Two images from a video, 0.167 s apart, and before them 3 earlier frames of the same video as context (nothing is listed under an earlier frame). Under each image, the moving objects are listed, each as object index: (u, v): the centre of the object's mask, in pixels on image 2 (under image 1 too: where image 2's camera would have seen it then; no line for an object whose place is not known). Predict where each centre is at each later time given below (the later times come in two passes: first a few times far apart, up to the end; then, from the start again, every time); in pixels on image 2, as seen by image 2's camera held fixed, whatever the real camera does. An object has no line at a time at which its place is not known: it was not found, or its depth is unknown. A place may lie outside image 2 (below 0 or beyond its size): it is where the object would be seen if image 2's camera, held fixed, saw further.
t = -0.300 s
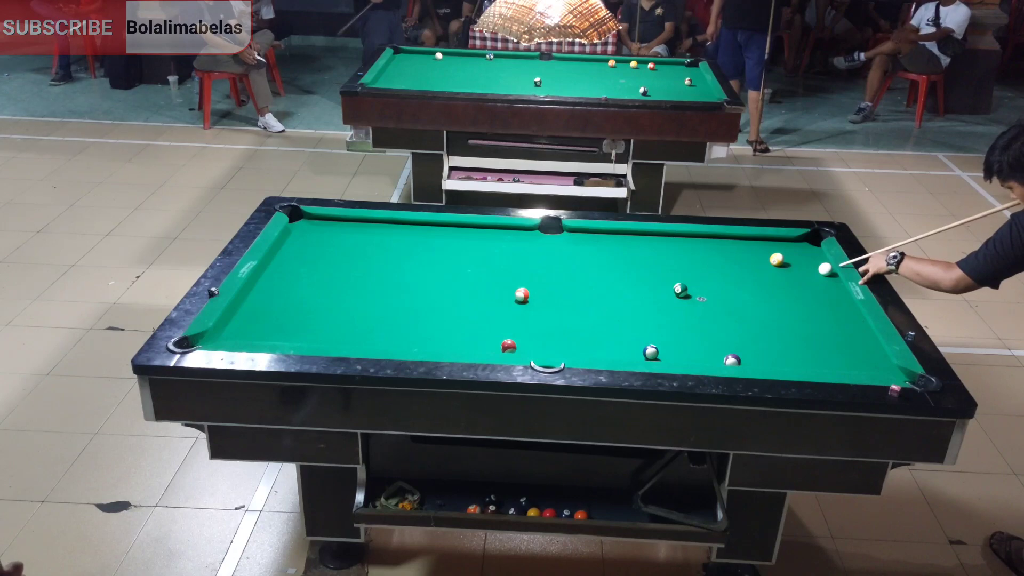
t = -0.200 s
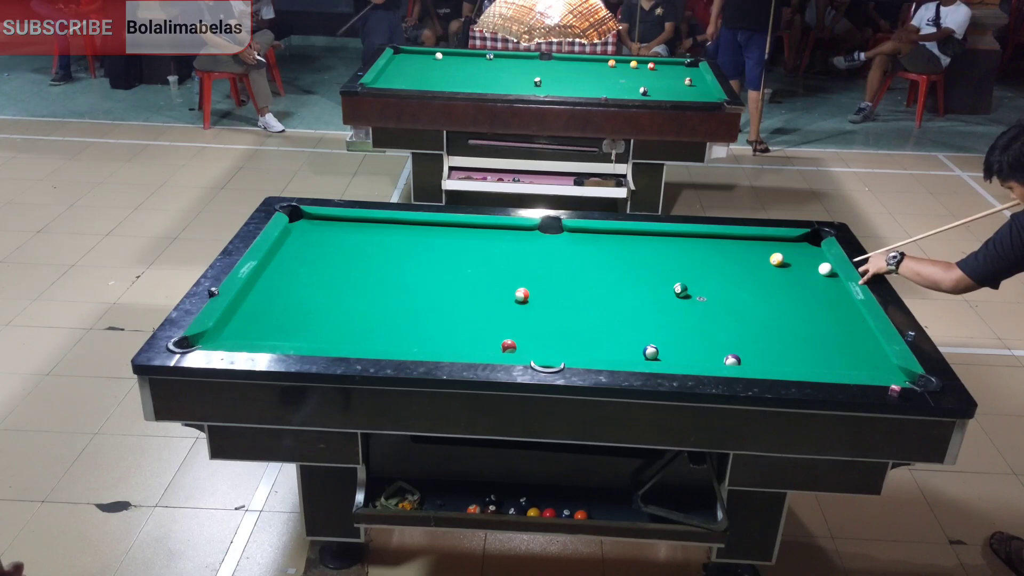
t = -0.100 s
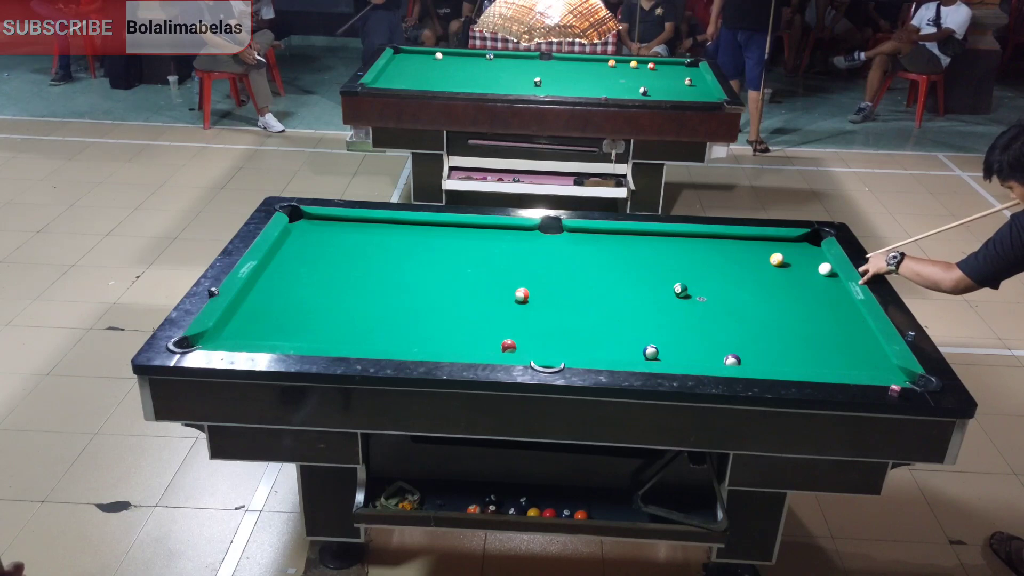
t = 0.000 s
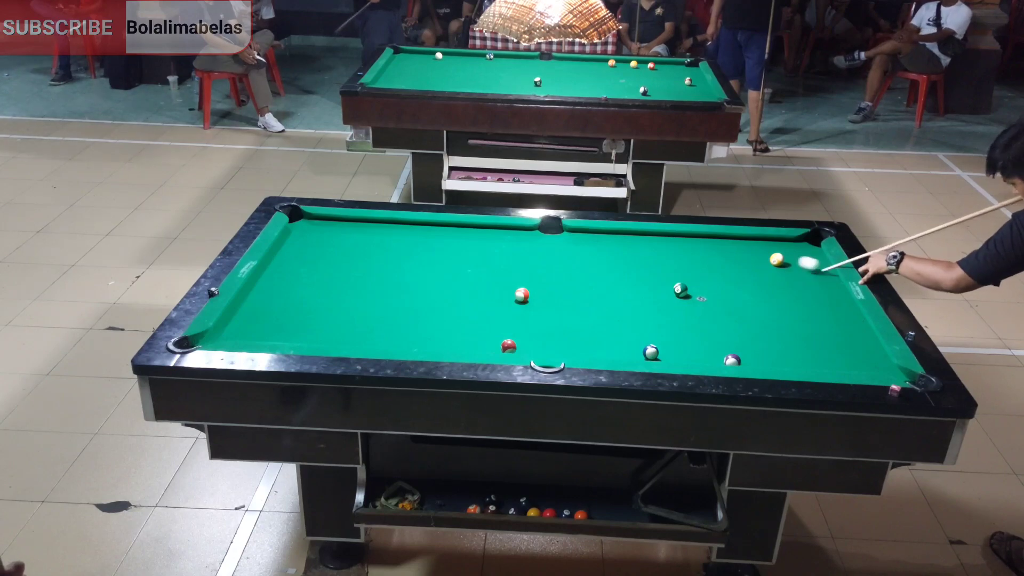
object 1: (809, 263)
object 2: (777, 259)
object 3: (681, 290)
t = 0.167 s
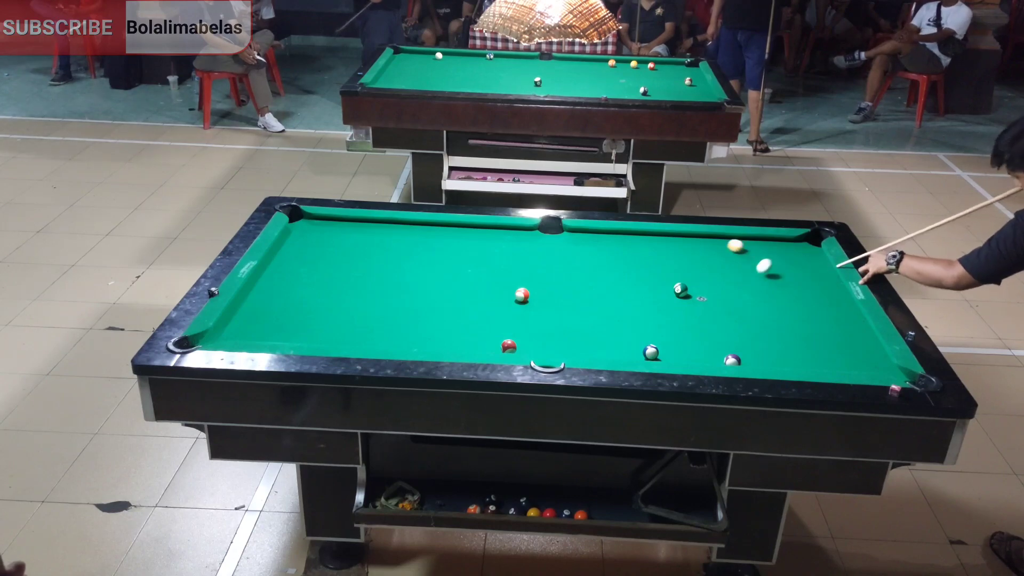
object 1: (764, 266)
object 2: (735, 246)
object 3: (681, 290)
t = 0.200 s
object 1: (757, 271)
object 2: (727, 243)
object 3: (681, 290)
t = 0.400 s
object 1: (716, 279)
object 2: (688, 240)
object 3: (681, 290)
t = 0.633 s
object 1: (678, 283)
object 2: (653, 249)
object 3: (671, 295)
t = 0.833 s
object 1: (655, 280)
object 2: (624, 256)
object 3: (658, 303)
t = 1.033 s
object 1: (635, 278)
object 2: (594, 263)
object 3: (642, 312)
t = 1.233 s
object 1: (616, 276)
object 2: (565, 270)
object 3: (629, 319)
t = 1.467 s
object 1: (597, 273)
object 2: (532, 278)
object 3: (613, 328)
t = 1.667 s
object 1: (582, 271)
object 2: (504, 285)
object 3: (602, 335)
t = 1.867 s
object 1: (569, 270)
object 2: (477, 291)
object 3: (590, 340)
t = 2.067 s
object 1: (557, 268)
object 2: (451, 298)
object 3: (581, 346)
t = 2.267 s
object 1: (547, 267)
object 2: (425, 304)
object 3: (572, 351)
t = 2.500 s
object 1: (537, 266)
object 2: (396, 311)
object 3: (563, 356)
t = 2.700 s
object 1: (531, 265)
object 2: (372, 316)
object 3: (557, 359)
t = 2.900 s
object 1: (526, 264)
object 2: (350, 322)
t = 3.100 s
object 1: (523, 264)
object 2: (329, 327)
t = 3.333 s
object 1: (521, 263)
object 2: (307, 332)
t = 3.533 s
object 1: (520, 263)
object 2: (291, 336)
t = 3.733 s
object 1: (521, 263)
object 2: (276, 338)
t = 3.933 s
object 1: (521, 263)
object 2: (265, 338)
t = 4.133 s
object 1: (521, 263)
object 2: (258, 337)
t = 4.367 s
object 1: (521, 263)
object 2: (253, 336)
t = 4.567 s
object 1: (521, 263)
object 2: (251, 336)
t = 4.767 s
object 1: (521, 262)
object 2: (250, 336)
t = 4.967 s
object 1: (521, 262)
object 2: (250, 336)
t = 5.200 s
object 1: (521, 263)
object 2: (250, 336)
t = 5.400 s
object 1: (521, 263)
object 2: (250, 336)
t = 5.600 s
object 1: (521, 263)
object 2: (250, 336)
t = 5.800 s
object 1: (520, 263)
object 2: (250, 336)
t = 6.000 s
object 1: (521, 262)
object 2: (250, 337)
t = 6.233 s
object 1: (520, 263)
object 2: (250, 336)
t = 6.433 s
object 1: (520, 263)
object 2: (250, 336)
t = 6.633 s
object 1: (521, 262)
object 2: (250, 336)
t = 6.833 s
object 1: (520, 263)
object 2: (250, 336)
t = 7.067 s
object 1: (520, 263)
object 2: (250, 336)
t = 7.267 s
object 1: (520, 263)
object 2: (250, 336)
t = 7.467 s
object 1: (520, 263)
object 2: (250, 336)
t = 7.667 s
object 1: (520, 263)
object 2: (250, 336)
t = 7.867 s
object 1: (520, 263)
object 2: (250, 336)
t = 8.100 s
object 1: (521, 263)
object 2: (250, 336)
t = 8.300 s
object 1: (521, 263)
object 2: (250, 336)
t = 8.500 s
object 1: (521, 263)
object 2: (250, 336)
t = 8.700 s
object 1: (521, 262)
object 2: (250, 336)
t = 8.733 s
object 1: (520, 262)
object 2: (250, 336)
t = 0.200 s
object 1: (757, 271)
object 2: (727, 243)
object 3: (681, 290)
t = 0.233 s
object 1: (750, 271)
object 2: (718, 240)
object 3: (681, 290)
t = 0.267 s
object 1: (743, 273)
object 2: (710, 238)
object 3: (681, 290)
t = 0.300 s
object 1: (736, 275)
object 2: (703, 237)
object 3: (681, 290)
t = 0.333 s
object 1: (730, 277)
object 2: (698, 238)
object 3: (681, 290)
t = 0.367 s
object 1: (723, 278)
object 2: (693, 239)
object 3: (681, 290)
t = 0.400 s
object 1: (716, 279)
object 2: (688, 240)
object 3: (681, 290)
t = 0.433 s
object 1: (709, 281)
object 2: (683, 242)
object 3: (680, 290)
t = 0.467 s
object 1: (702, 282)
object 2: (678, 243)
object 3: (680, 290)
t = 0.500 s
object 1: (696, 283)
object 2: (673, 244)
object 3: (680, 290)
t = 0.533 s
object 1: (690, 283)
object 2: (668, 245)
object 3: (680, 290)
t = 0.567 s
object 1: (685, 283)
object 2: (663, 246)
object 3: (678, 291)
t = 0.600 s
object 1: (682, 282)
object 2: (658, 248)
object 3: (674, 293)
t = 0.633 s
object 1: (678, 283)
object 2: (653, 249)
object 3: (671, 295)
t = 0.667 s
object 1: (674, 282)
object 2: (648, 250)
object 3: (670, 296)
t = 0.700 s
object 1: (670, 282)
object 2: (643, 251)
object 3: (667, 297)
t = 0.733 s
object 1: (666, 281)
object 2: (638, 253)
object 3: (665, 299)
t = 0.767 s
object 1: (663, 281)
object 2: (633, 254)
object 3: (662, 301)
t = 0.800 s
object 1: (659, 280)
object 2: (628, 255)
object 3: (660, 302)
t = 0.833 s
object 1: (655, 280)
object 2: (624, 256)
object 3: (658, 303)
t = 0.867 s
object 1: (652, 280)
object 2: (619, 257)
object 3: (655, 305)
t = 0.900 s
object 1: (649, 279)
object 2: (614, 258)
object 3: (652, 306)
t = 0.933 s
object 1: (645, 279)
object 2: (609, 260)
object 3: (650, 307)
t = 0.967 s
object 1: (642, 278)
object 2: (604, 261)
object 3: (647, 309)
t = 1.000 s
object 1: (638, 278)
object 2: (599, 262)
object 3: (644, 310)
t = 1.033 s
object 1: (635, 278)
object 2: (594, 263)
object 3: (642, 312)
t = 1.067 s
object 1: (632, 277)
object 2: (589, 264)
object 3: (640, 313)
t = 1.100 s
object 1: (629, 277)
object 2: (584, 266)
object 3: (638, 314)
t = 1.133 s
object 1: (625, 277)
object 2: (580, 267)
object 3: (636, 316)
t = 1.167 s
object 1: (622, 276)
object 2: (575, 268)
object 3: (634, 317)
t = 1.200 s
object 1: (620, 276)
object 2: (570, 269)
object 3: (631, 318)
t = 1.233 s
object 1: (616, 276)
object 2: (565, 270)
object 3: (629, 319)
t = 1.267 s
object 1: (614, 275)
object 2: (560, 272)
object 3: (626, 321)
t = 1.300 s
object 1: (611, 275)
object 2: (556, 273)
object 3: (624, 322)
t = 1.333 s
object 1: (608, 275)
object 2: (551, 274)
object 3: (622, 323)
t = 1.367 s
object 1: (605, 274)
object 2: (546, 275)
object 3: (619, 324)
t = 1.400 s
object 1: (602, 274)
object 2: (541, 276)
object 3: (617, 325)
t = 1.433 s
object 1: (600, 274)
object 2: (536, 277)
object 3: (615, 326)
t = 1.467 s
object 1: (597, 273)
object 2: (532, 278)
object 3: (613, 328)
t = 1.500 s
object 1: (594, 273)
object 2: (527, 279)
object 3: (611, 329)
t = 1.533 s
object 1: (592, 273)
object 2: (523, 280)
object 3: (609, 330)
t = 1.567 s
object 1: (589, 272)
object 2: (518, 281)
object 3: (607, 331)
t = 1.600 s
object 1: (587, 272)
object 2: (513, 283)
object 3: (605, 332)
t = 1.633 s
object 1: (585, 272)
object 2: (509, 284)
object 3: (604, 333)
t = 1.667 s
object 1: (582, 271)
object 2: (504, 285)
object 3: (602, 335)
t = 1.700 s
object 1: (580, 271)
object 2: (499, 286)
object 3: (600, 336)
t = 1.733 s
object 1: (578, 271)
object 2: (495, 287)
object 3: (597, 337)
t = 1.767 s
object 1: (576, 271)
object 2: (491, 288)
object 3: (596, 338)
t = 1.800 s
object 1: (573, 270)
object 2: (486, 289)
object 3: (594, 339)
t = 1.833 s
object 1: (571, 270)
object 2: (481, 290)
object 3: (592, 339)
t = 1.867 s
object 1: (569, 270)
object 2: (477, 291)
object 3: (590, 340)
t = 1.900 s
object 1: (567, 270)
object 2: (473, 292)
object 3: (588, 341)
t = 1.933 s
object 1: (565, 269)
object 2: (468, 293)
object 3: (586, 342)
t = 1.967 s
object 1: (563, 269)
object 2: (463, 295)
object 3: (585, 343)
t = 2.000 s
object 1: (561, 269)
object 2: (459, 296)
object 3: (583, 344)
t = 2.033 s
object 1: (559, 268)
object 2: (455, 297)
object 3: (582, 345)
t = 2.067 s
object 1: (557, 268)
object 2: (451, 298)
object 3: (581, 346)
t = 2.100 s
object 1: (555, 268)
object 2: (446, 299)
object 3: (579, 347)
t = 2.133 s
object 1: (554, 268)
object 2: (442, 300)
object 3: (578, 348)
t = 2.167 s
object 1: (552, 268)
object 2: (437, 301)
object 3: (577, 348)
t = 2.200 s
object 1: (550, 267)
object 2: (433, 302)
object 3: (575, 349)
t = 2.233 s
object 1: (549, 267)
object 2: (429, 302)
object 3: (574, 350)
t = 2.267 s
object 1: (547, 267)
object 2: (425, 304)
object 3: (572, 351)
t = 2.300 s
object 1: (546, 267)
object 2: (420, 305)
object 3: (571, 351)
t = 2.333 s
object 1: (544, 267)
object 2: (416, 306)
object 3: (570, 352)
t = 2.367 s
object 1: (543, 267)
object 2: (413, 306)
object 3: (568, 353)
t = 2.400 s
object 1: (542, 266)
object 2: (408, 307)
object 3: (567, 353)
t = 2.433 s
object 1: (540, 266)
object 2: (404, 308)
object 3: (565, 354)
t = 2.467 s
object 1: (539, 266)
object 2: (400, 309)
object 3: (564, 355)
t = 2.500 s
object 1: (537, 266)
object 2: (396, 311)
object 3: (563, 356)
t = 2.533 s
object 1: (536, 266)
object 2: (392, 312)
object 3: (562, 356)
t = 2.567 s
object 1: (535, 266)
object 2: (388, 313)
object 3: (560, 357)
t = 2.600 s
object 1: (534, 265)
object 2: (384, 313)
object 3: (559, 357)
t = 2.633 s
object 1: (533, 265)
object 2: (380, 314)
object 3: (558, 358)
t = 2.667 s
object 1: (532, 265)
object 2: (376, 315)
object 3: (557, 358)
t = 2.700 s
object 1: (531, 265)
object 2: (372, 316)
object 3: (557, 359)
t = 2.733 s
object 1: (530, 265)
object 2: (368, 317)
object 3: (555, 360)
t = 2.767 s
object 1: (529, 265)
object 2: (365, 318)
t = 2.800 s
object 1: (529, 265)
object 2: (361, 319)
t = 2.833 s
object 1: (528, 264)
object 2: (357, 320)
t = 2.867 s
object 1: (527, 265)
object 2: (354, 320)
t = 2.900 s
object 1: (526, 264)
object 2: (350, 322)
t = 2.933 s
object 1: (526, 264)
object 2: (346, 323)
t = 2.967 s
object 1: (525, 264)
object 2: (343, 323)
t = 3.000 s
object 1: (525, 264)
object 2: (340, 324)
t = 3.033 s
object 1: (524, 264)
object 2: (336, 325)
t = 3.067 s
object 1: (524, 264)
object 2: (333, 325)
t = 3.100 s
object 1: (523, 264)
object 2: (329, 327)
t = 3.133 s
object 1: (523, 263)
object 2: (326, 328)
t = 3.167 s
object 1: (522, 263)
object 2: (322, 328)
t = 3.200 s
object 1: (522, 263)
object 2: (320, 329)
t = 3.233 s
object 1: (522, 263)
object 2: (316, 330)
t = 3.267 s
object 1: (522, 263)
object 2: (313, 330)
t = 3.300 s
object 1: (521, 263)
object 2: (310, 331)
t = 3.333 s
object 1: (521, 263)
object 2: (307, 332)
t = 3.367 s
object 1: (521, 263)
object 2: (304, 333)
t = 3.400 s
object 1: (521, 263)
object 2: (301, 334)
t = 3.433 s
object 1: (521, 263)
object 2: (299, 334)
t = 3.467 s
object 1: (521, 262)
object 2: (296, 335)
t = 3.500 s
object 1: (520, 263)
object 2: (293, 335)
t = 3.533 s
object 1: (520, 263)
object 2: (291, 336)
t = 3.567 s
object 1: (520, 262)
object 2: (288, 336)
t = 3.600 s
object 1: (520, 262)
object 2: (285, 336)
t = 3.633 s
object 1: (520, 263)
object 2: (283, 336)
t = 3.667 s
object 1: (521, 262)
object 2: (281, 337)
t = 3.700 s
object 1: (520, 263)
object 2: (278, 337)
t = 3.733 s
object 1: (521, 263)
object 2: (276, 338)
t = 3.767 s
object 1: (521, 263)
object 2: (274, 338)
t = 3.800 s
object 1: (521, 262)
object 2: (271, 338)
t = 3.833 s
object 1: (521, 262)
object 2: (269, 338)
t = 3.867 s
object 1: (521, 263)
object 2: (267, 338)
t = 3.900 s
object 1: (521, 262)
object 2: (266, 338)
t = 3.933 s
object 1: (521, 263)
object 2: (265, 338)
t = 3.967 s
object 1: (521, 262)
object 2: (263, 338)
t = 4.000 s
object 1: (521, 262)
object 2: (262, 338)
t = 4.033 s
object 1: (521, 262)
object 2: (261, 338)
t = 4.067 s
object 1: (521, 263)
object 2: (260, 338)
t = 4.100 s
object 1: (521, 262)
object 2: (259, 337)
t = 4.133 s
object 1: (521, 263)
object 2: (258, 337)
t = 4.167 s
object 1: (521, 263)
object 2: (258, 337)
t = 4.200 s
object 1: (521, 263)
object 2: (257, 337)
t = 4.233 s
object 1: (521, 262)
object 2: (256, 337)
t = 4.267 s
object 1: (521, 262)
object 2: (255, 337)
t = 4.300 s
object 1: (521, 263)
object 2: (254, 337)
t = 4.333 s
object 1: (521, 263)
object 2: (254, 337)
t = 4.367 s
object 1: (521, 263)
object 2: (253, 336)
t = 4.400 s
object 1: (521, 262)
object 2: (253, 336)
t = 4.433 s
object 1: (521, 262)
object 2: (252, 336)
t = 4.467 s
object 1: (521, 262)
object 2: (252, 336)
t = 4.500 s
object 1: (521, 262)
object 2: (252, 336)
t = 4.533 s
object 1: (521, 262)
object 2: (251, 336)
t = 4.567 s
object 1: (521, 263)
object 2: (251, 336)
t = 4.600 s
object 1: (521, 262)
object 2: (250, 336)
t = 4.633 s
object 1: (521, 262)
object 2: (250, 336)
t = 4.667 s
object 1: (521, 262)
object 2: (250, 336)
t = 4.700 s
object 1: (521, 262)
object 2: (250, 336)
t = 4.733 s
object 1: (521, 262)
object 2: (250, 336)
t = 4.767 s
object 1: (521, 262)
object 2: (250, 336)
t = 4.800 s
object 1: (521, 262)
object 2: (250, 336)
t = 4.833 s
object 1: (521, 262)
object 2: (250, 336)
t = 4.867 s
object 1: (521, 262)
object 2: (250, 336)
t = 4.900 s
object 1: (521, 262)
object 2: (250, 336)
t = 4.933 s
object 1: (521, 262)
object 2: (250, 336)
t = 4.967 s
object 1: (521, 262)
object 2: (250, 336)
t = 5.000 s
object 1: (521, 262)
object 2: (250, 336)
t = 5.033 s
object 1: (521, 262)
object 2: (250, 336)
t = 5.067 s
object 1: (521, 262)
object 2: (250, 336)
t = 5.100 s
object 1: (521, 262)
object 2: (250, 336)
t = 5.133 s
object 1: (521, 262)
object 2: (250, 336)
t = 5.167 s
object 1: (521, 262)
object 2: (250, 336)
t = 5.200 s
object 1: (521, 263)
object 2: (250, 336)
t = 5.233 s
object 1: (521, 263)
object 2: (250, 336)
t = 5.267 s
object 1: (521, 263)
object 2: (250, 336)
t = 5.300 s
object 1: (521, 263)
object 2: (250, 336)
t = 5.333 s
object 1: (521, 263)
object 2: (250, 336)
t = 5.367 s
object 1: (521, 263)
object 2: (250, 336)
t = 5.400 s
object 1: (521, 263)
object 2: (250, 336)
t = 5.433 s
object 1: (521, 263)
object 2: (250, 336)
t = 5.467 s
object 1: (521, 263)
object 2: (250, 336)
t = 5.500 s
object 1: (521, 263)
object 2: (250, 336)
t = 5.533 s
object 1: (521, 263)
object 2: (250, 336)
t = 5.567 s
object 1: (521, 263)
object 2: (250, 336)
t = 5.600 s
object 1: (521, 263)
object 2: (250, 336)
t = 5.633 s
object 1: (521, 263)
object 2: (250, 336)
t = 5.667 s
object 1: (521, 263)
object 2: (250, 336)
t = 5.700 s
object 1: (521, 263)
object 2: (250, 336)
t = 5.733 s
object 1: (520, 263)
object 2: (250, 336)
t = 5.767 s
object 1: (521, 263)
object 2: (250, 336)
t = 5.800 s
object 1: (520, 263)
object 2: (250, 336)
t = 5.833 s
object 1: (521, 262)
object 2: (250, 336)
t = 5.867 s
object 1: (520, 263)
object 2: (250, 336)
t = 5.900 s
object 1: (520, 263)
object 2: (250, 336)
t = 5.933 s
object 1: (521, 263)
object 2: (250, 336)
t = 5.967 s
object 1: (520, 263)
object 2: (250, 336)
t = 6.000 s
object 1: (521, 262)
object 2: (250, 337)
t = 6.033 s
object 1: (520, 263)
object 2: (250, 336)
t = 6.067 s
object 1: (520, 263)
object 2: (250, 336)
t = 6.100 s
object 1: (521, 263)
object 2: (250, 336)
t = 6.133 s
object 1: (521, 263)
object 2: (250, 336)
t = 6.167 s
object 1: (521, 263)
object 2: (250, 336)
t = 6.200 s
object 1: (520, 263)
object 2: (250, 336)
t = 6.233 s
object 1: (520, 263)
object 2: (250, 336)
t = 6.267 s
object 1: (520, 263)
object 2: (250, 336)
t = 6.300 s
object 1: (520, 263)
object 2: (250, 336)
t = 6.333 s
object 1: (520, 263)
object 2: (250, 336)
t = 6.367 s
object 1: (520, 263)
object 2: (250, 336)
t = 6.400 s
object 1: (520, 263)
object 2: (250, 336)
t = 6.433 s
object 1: (520, 263)
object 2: (250, 336)
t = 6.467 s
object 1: (521, 263)
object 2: (250, 336)
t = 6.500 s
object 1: (520, 263)
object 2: (250, 336)
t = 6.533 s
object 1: (520, 263)
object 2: (250, 336)
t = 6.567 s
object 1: (520, 263)
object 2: (250, 336)
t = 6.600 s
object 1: (520, 263)
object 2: (250, 336)
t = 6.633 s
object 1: (521, 262)
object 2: (250, 336)
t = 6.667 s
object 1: (520, 263)
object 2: (250, 336)
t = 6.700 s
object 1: (520, 263)
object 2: (250, 336)
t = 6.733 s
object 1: (521, 262)
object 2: (250, 336)
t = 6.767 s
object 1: (520, 263)
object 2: (250, 336)
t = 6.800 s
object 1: (520, 262)
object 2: (250, 336)
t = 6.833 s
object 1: (520, 263)
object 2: (250, 336)
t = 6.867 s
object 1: (520, 263)
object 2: (250, 336)
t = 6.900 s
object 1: (520, 262)
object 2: (250, 336)
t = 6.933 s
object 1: (520, 262)
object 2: (250, 336)
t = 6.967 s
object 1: (520, 262)
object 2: (250, 336)
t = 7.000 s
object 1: (520, 262)
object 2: (250, 336)
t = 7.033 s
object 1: (520, 262)
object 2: (250, 336)
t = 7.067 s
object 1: (520, 263)
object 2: (250, 336)
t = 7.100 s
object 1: (520, 262)
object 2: (250, 336)
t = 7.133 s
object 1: (520, 262)
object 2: (250, 336)
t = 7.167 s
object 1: (520, 262)
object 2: (250, 336)
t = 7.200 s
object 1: (520, 262)
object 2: (250, 336)
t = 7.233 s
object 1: (520, 262)
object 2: (250, 337)
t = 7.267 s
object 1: (520, 263)
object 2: (250, 336)
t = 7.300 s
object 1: (520, 263)
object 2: (250, 336)
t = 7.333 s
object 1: (520, 263)
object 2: (250, 336)
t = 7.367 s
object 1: (520, 263)
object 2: (250, 336)
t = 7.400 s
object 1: (520, 263)
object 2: (250, 336)
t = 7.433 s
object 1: (520, 263)
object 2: (250, 336)
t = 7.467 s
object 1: (520, 263)
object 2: (250, 336)
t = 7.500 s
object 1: (520, 263)
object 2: (250, 336)
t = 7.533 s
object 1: (520, 263)
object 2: (250, 336)
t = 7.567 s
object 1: (520, 263)
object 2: (250, 336)
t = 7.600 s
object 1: (520, 263)
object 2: (250, 336)
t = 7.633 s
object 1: (520, 263)
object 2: (250, 336)
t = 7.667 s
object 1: (520, 263)
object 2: (250, 336)
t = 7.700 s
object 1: (521, 263)
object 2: (250, 336)
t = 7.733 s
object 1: (520, 263)
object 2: (250, 336)
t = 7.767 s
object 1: (520, 263)
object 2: (250, 336)
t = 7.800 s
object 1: (520, 263)
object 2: (250, 336)
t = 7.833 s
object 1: (520, 263)
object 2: (250, 336)
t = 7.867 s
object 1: (520, 263)
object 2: (250, 336)
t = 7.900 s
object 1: (521, 262)
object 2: (250, 336)
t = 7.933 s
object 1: (521, 262)
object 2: (250, 336)
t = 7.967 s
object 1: (520, 262)
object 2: (250, 336)
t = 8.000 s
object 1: (520, 262)
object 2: (250, 336)
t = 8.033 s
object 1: (521, 262)
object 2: (250, 336)
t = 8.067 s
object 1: (520, 263)
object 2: (250, 336)
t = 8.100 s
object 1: (521, 263)
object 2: (250, 336)
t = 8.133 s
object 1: (521, 263)
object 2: (250, 336)
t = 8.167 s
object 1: (521, 263)
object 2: (250, 336)
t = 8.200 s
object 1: (521, 263)
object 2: (250, 336)
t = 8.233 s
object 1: (521, 263)
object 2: (250, 336)
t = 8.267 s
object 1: (521, 262)
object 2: (250, 336)
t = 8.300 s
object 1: (521, 263)
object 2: (250, 336)
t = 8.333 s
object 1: (521, 263)
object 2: (250, 336)
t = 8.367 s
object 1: (521, 263)
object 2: (250, 336)
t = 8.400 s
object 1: (521, 263)
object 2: (250, 336)
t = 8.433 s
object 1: (521, 263)
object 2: (250, 336)
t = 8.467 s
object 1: (521, 263)
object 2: (250, 336)
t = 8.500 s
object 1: (521, 263)
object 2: (250, 336)
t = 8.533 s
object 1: (521, 263)
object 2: (250, 336)
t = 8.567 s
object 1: (521, 263)
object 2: (250, 336)
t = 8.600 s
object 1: (521, 263)
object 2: (250, 336)
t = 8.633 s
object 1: (520, 262)
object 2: (250, 336)
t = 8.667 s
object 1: (521, 262)
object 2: (250, 336)
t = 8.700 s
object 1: (521, 262)
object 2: (250, 336)
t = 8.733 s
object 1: (520, 262)
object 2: (250, 336)
